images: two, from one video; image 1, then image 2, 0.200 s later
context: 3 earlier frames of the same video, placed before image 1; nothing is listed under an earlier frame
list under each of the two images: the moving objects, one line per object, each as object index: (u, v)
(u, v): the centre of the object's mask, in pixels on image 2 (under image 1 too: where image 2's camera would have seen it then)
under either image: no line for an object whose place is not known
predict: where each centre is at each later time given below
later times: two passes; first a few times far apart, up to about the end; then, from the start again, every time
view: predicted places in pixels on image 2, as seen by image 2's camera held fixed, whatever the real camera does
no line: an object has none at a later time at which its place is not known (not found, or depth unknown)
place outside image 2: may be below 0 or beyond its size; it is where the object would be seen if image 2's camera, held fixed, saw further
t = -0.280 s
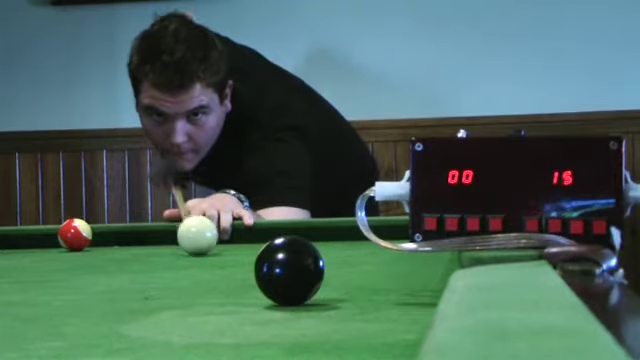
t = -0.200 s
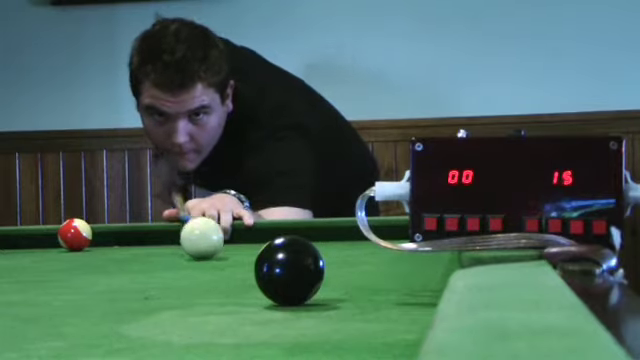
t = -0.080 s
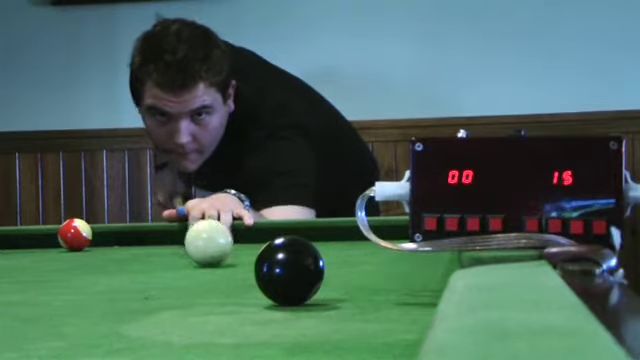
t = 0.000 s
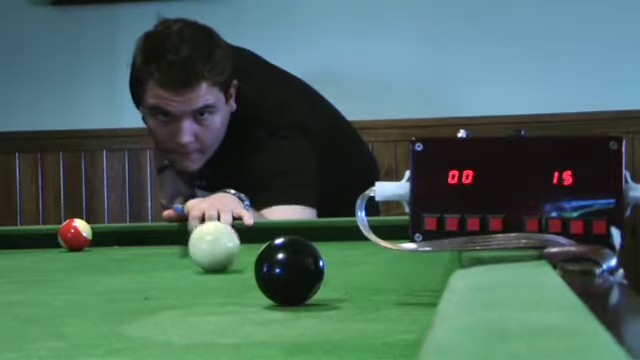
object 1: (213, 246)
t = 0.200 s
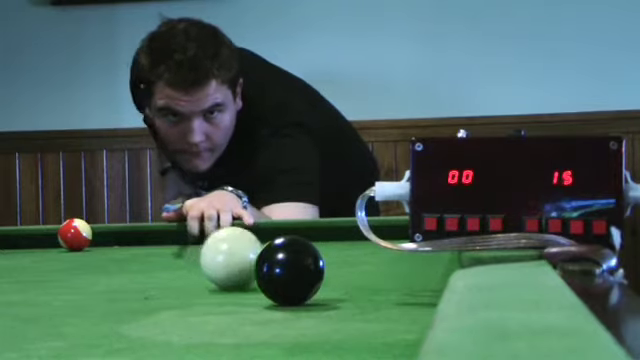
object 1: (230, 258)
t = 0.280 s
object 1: (235, 263)
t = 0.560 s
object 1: (104, 285)
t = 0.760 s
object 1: (11, 304)
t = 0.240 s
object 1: (233, 261)
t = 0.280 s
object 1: (235, 263)
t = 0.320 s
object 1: (229, 264)
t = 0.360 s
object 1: (208, 269)
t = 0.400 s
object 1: (188, 272)
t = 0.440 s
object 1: (170, 274)
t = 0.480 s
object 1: (149, 278)
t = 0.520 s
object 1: (126, 280)
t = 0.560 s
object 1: (104, 285)
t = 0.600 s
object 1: (79, 288)
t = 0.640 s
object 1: (54, 292)
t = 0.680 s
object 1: (36, 297)
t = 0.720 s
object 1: (24, 300)
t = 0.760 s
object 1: (11, 304)
